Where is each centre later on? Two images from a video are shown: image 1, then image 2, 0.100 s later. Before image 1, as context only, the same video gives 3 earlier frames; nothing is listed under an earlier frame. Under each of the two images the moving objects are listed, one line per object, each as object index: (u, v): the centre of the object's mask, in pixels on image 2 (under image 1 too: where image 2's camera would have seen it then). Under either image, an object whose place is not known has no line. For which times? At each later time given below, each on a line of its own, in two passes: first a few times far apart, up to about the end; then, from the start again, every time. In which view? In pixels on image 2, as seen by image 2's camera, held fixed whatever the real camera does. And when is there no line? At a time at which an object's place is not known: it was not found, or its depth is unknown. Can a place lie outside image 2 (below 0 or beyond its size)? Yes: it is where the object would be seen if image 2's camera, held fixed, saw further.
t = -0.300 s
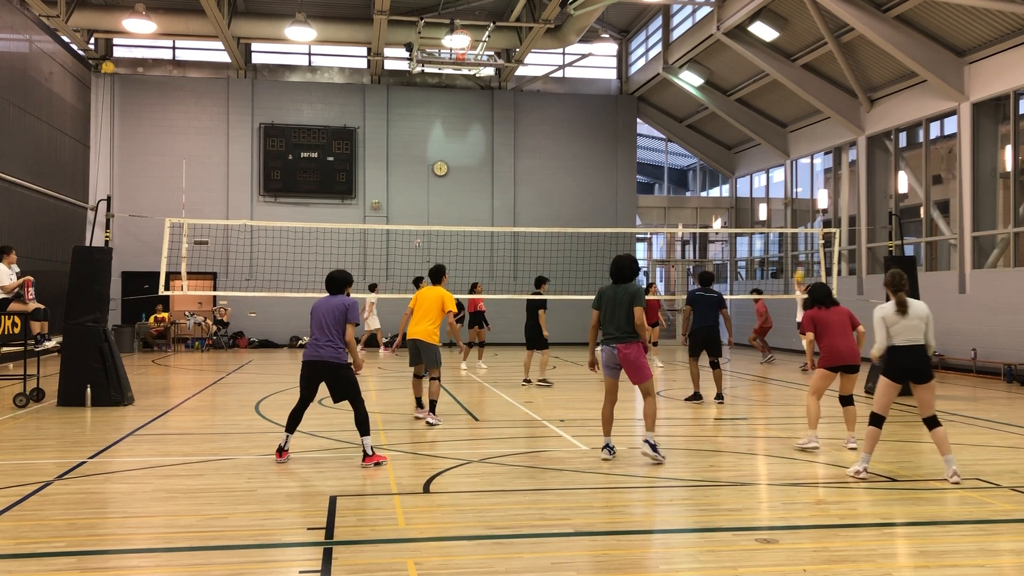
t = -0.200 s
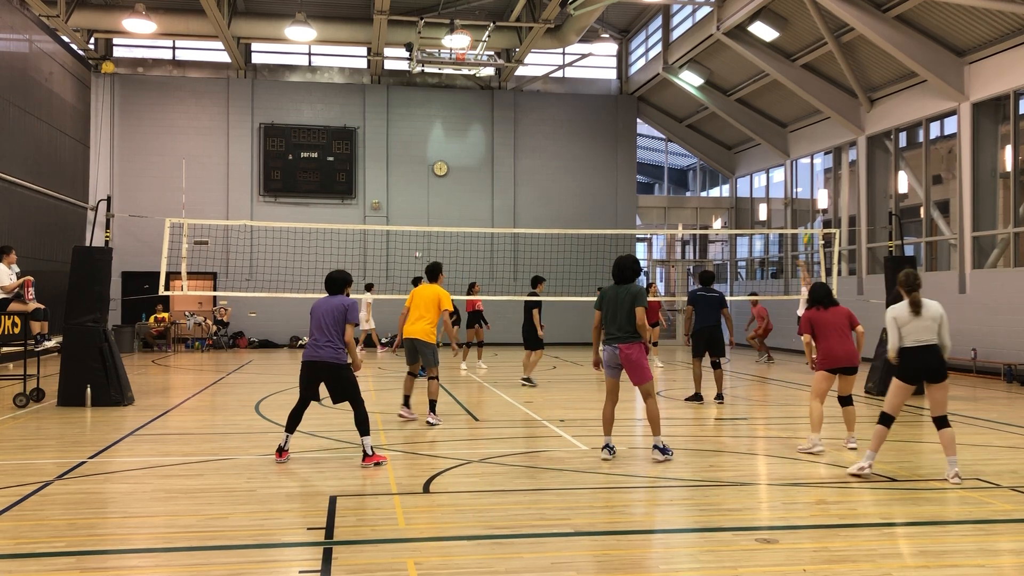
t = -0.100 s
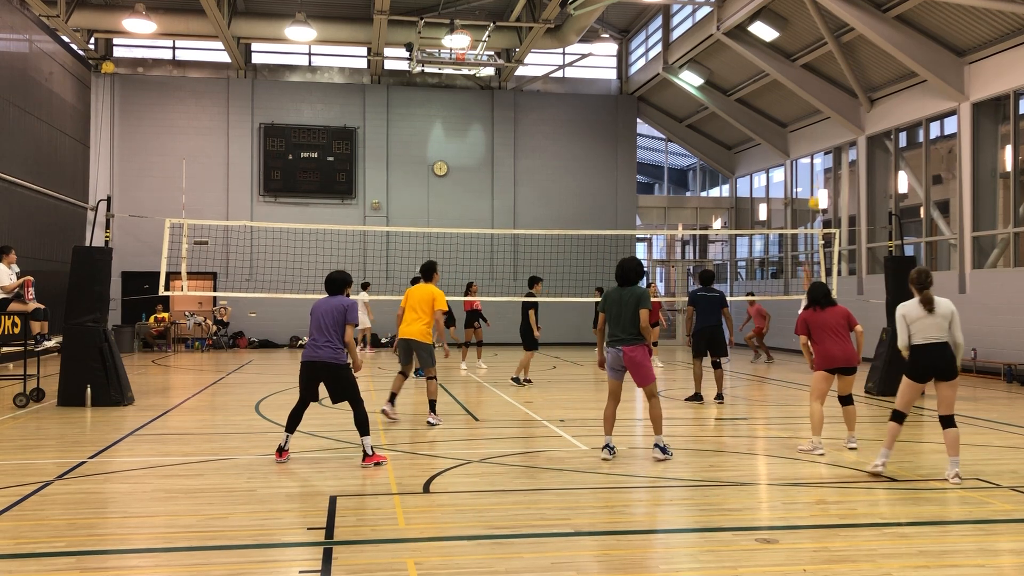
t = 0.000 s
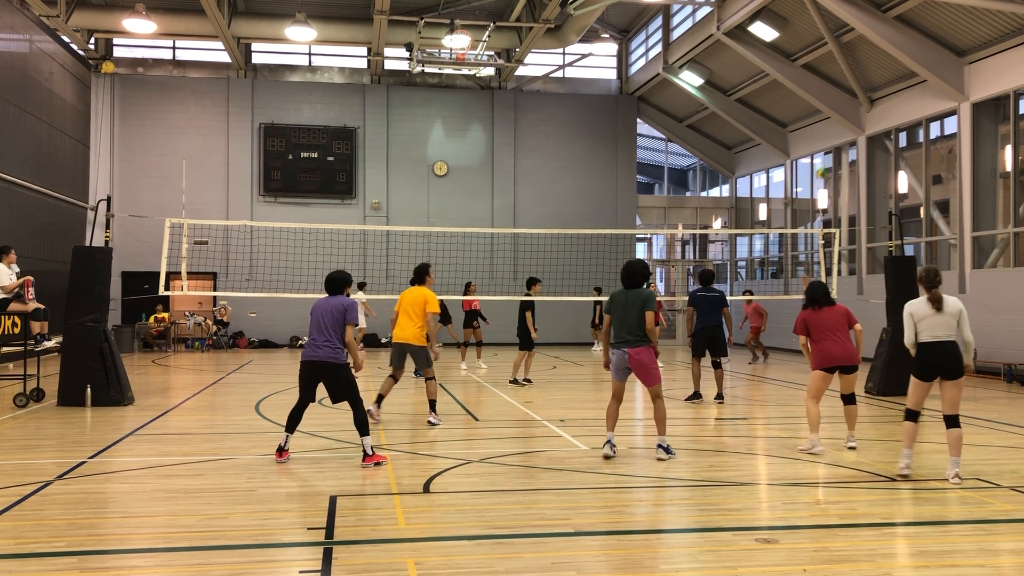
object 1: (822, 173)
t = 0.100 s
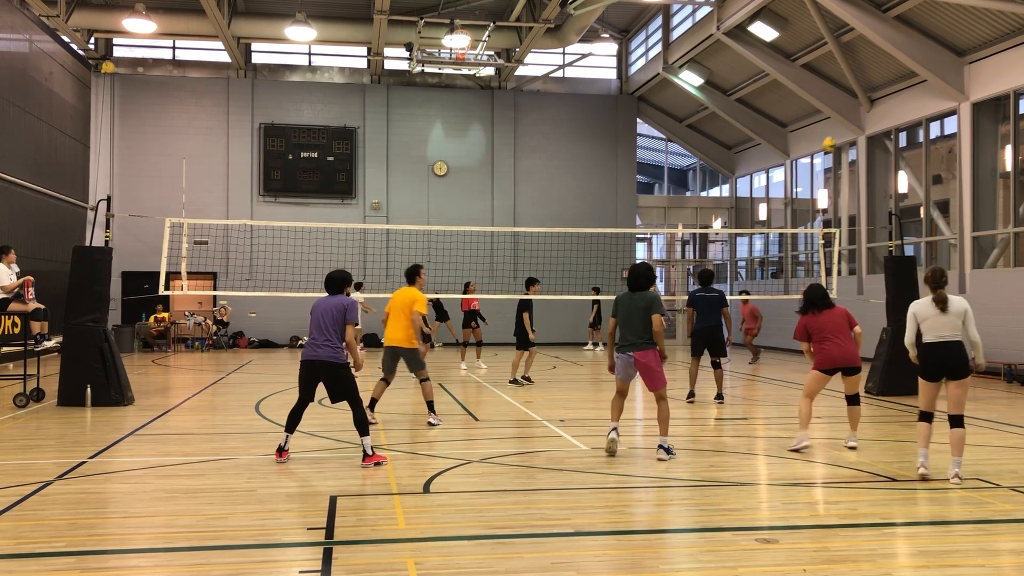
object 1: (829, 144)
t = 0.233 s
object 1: (840, 114)
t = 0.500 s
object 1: (864, 85)
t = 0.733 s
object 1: (888, 101)
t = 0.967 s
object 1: (919, 174)
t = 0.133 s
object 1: (832, 136)
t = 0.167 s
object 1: (834, 129)
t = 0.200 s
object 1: (837, 121)
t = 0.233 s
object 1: (840, 114)
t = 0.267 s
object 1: (843, 108)
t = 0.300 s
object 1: (846, 103)
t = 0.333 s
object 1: (848, 98)
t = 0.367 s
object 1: (852, 95)
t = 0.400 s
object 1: (855, 91)
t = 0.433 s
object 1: (858, 88)
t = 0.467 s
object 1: (861, 86)
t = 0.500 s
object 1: (864, 85)
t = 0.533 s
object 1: (868, 85)
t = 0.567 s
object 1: (871, 86)
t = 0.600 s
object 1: (874, 86)
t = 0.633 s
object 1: (877, 88)
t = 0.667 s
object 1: (880, 91)
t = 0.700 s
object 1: (884, 95)
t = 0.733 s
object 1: (888, 101)
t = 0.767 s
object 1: (892, 108)
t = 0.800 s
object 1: (896, 114)
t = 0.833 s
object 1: (901, 124)
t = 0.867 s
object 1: (905, 134)
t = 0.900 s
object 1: (910, 146)
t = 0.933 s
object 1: (913, 159)
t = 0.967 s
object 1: (919, 174)
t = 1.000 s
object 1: (924, 190)
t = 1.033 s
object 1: (928, 207)
